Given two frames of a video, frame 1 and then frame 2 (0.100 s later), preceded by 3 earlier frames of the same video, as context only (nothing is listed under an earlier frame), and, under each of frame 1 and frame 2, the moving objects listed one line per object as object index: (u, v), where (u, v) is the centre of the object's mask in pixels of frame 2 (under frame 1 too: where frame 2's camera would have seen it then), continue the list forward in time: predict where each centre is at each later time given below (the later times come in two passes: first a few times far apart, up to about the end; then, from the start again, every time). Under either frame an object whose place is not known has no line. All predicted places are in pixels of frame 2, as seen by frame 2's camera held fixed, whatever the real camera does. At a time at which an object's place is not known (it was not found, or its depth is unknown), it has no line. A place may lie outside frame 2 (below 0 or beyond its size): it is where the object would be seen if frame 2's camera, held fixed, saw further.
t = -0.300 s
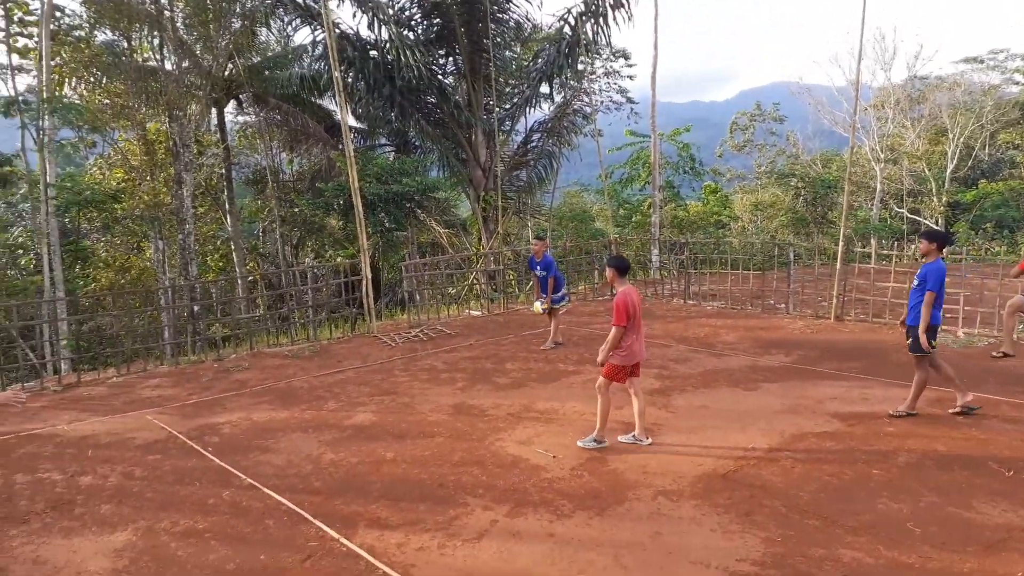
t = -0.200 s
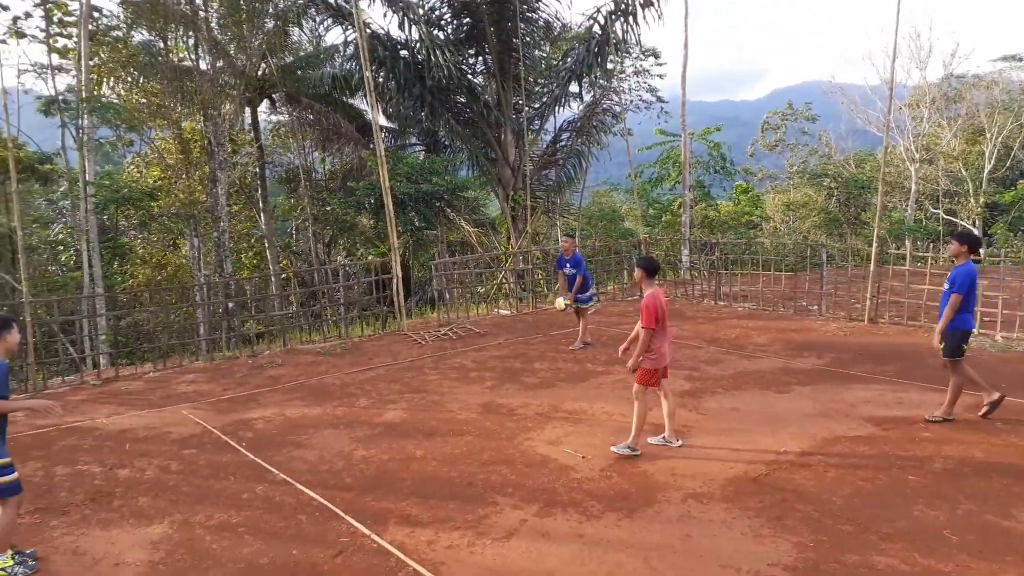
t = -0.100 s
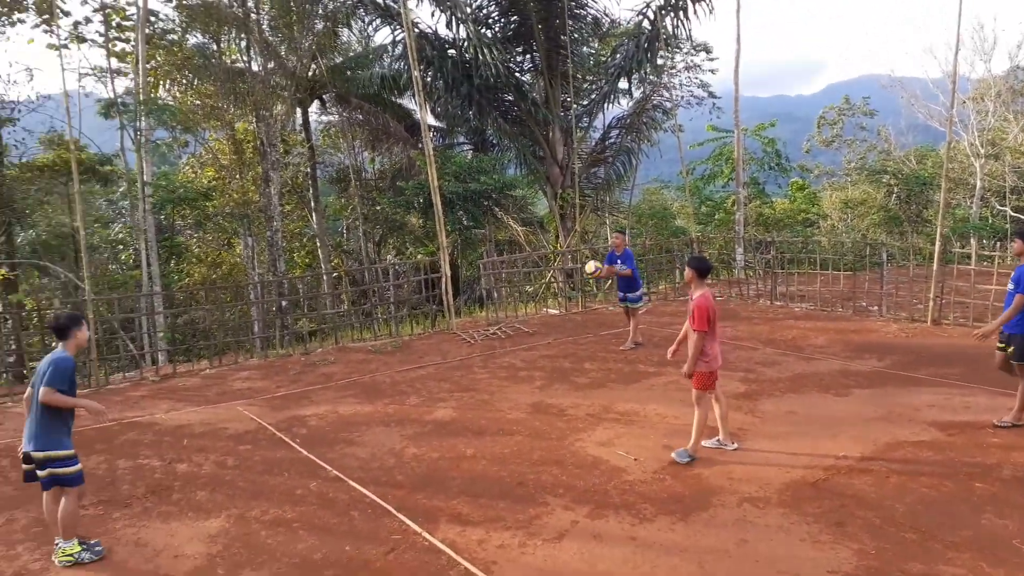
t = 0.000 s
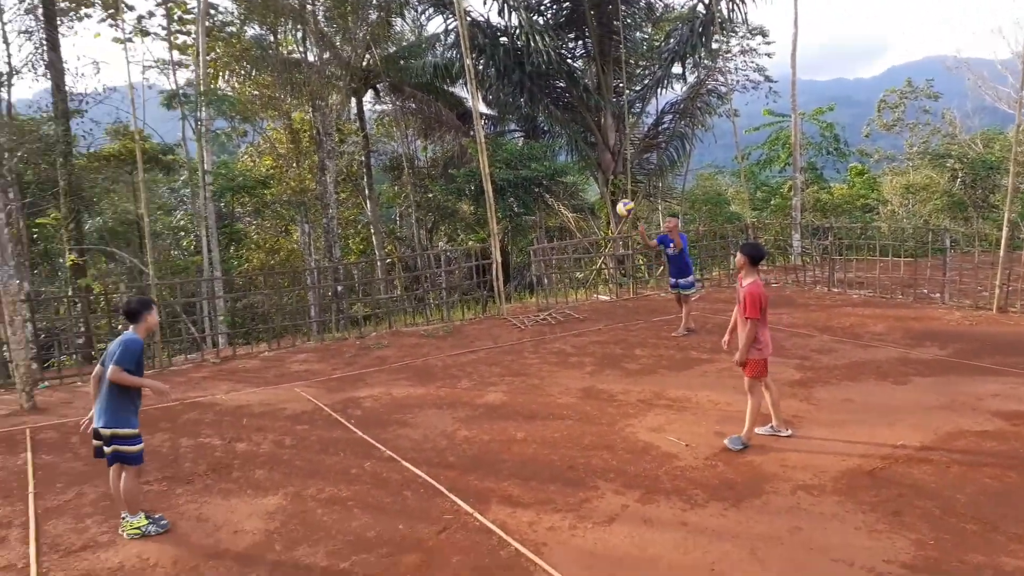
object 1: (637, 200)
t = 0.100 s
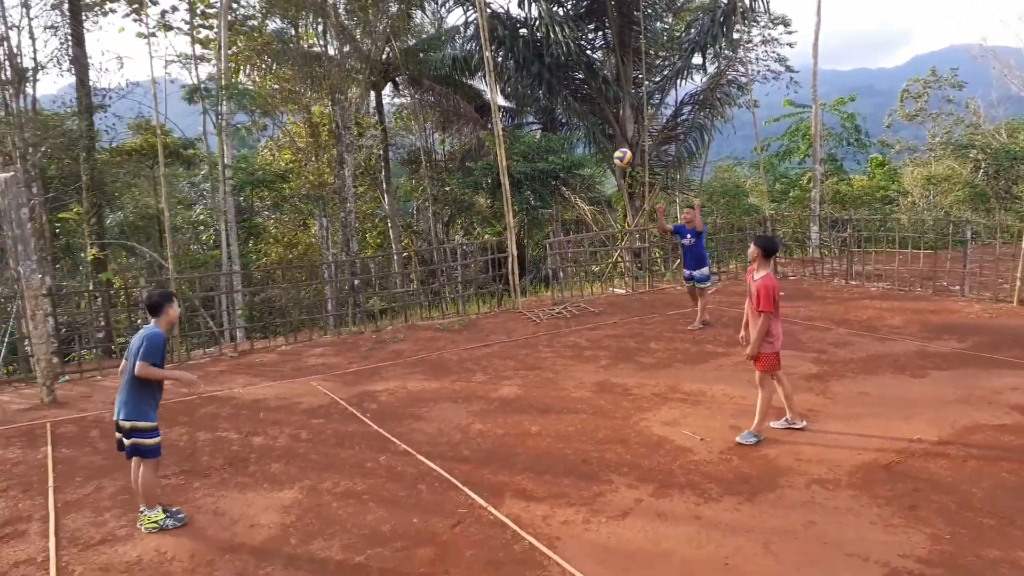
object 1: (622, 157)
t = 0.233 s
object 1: (597, 109)
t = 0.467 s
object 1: (543, 65)
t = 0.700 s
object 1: (484, 68)
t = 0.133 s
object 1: (616, 144)
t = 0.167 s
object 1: (610, 131)
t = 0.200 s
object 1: (604, 120)
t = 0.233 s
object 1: (597, 109)
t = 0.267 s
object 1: (590, 100)
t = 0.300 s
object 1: (583, 92)
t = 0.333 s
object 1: (576, 84)
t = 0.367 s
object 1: (567, 78)
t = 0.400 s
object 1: (559, 74)
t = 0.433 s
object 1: (550, 69)
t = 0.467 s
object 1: (543, 65)
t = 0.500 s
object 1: (534, 62)
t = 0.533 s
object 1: (526, 60)
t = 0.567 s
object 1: (518, 60)
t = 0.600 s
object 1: (509, 59)
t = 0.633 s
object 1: (501, 62)
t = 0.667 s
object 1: (492, 65)
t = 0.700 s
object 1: (484, 68)
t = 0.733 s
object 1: (476, 74)
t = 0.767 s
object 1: (469, 82)
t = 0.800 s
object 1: (461, 90)
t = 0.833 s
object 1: (453, 100)
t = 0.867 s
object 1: (445, 112)
